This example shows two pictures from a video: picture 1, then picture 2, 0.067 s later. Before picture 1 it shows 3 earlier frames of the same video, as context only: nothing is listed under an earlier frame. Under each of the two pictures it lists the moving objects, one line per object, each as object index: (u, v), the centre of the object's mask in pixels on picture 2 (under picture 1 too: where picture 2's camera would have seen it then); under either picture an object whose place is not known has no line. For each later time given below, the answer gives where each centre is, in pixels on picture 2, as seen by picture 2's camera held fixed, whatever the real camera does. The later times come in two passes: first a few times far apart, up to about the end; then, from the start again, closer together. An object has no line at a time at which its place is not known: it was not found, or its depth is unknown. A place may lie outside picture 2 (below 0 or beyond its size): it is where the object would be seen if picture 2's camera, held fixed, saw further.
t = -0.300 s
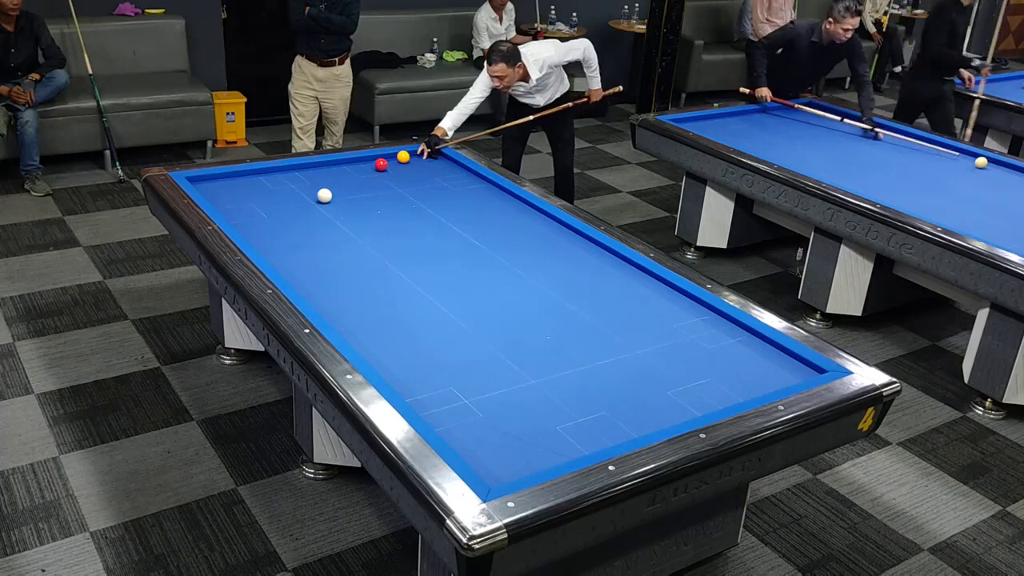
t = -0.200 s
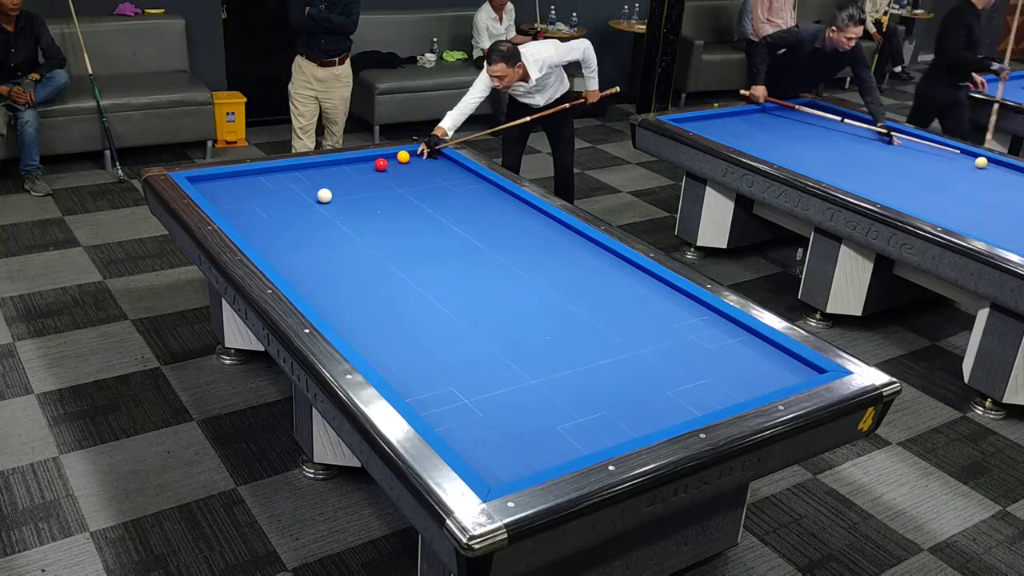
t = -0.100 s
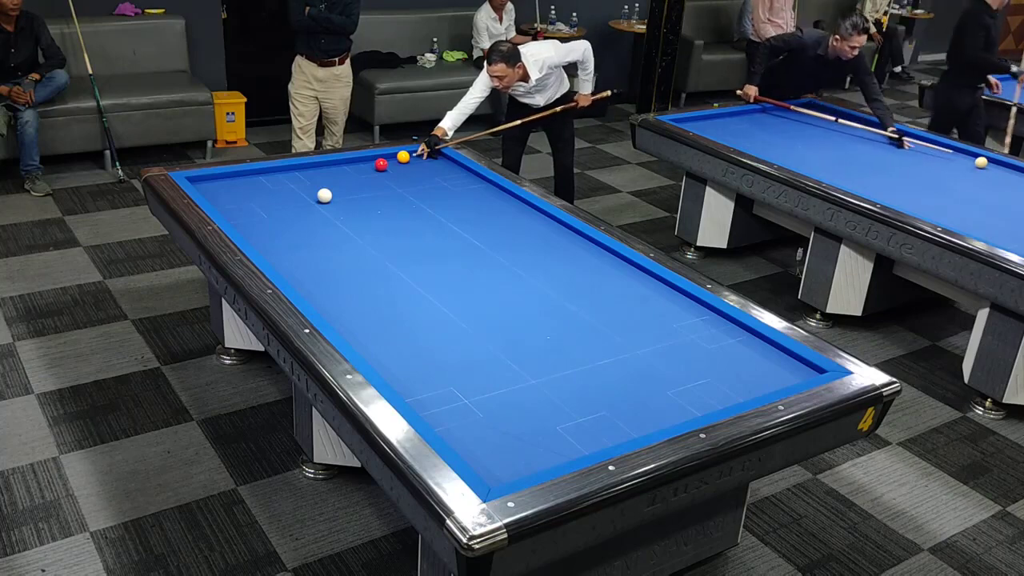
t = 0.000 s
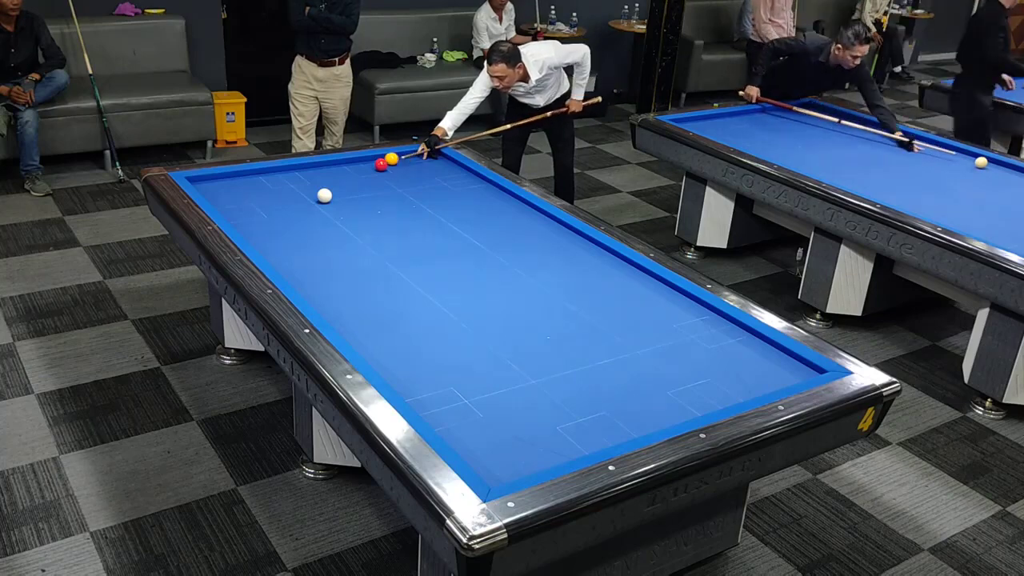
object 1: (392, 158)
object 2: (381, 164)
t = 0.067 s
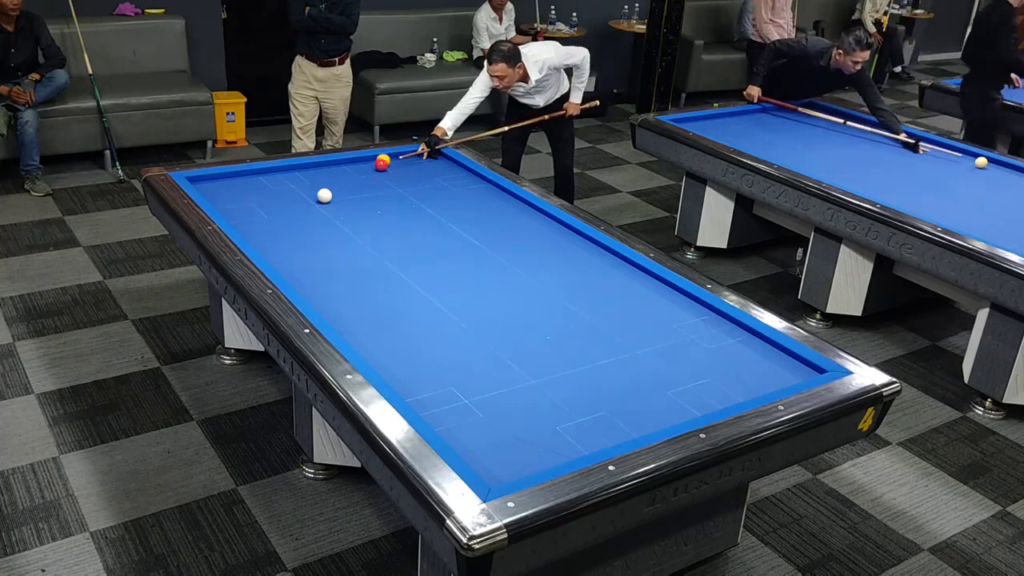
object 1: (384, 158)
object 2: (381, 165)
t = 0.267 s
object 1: (361, 161)
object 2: (380, 168)
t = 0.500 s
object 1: (336, 162)
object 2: (378, 173)
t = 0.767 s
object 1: (311, 167)
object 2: (376, 177)
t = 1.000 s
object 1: (288, 171)
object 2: (374, 181)
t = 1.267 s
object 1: (262, 176)
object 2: (372, 186)
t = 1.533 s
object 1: (236, 181)
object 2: (370, 190)
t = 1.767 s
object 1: (213, 185)
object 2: (369, 194)
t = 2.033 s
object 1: (211, 188)
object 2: (367, 199)
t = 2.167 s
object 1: (221, 188)
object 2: (366, 201)
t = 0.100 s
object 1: (378, 158)
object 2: (381, 165)
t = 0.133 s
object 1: (374, 159)
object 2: (381, 166)
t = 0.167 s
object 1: (371, 160)
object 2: (380, 166)
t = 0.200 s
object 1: (368, 160)
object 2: (380, 167)
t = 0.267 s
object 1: (361, 161)
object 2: (380, 168)
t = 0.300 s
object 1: (357, 161)
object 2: (379, 169)
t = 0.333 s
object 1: (353, 161)
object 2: (379, 169)
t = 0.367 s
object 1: (349, 161)
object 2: (379, 170)
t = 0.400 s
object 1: (346, 161)
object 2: (378, 171)
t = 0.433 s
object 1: (342, 161)
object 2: (378, 171)
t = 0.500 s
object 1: (336, 162)
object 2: (378, 173)
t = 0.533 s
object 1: (332, 163)
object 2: (377, 173)
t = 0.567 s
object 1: (329, 163)
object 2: (377, 174)
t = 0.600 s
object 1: (326, 164)
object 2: (377, 174)
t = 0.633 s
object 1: (323, 165)
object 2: (377, 175)
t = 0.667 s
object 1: (320, 165)
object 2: (377, 175)
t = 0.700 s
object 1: (317, 166)
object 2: (376, 176)
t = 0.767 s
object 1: (311, 167)
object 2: (376, 177)
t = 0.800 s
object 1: (307, 167)
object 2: (375, 178)
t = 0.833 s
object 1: (304, 168)
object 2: (375, 178)
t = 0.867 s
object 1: (301, 169)
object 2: (375, 179)
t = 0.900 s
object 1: (298, 169)
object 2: (375, 180)
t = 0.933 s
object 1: (295, 170)
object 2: (375, 180)
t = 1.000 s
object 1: (288, 171)
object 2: (374, 181)
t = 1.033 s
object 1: (285, 172)
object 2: (374, 182)
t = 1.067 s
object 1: (282, 172)
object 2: (374, 183)
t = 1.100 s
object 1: (278, 173)
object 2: (373, 183)
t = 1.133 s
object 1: (275, 174)
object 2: (373, 184)
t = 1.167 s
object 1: (272, 174)
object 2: (373, 184)
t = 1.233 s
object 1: (266, 175)
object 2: (373, 185)
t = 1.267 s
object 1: (262, 176)
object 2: (372, 186)
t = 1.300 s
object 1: (259, 176)
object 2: (372, 186)
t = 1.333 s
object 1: (256, 177)
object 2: (372, 187)
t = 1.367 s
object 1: (252, 178)
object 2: (371, 188)
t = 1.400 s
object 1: (249, 178)
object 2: (371, 188)
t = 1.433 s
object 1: (246, 179)
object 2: (371, 189)
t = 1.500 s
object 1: (239, 180)
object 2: (371, 190)
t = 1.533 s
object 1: (236, 181)
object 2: (370, 190)
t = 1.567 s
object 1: (233, 181)
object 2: (370, 191)
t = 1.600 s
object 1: (229, 182)
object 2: (370, 192)
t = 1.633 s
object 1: (226, 183)
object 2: (370, 192)
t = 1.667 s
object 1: (223, 183)
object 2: (369, 193)
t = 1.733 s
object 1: (216, 184)
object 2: (369, 194)
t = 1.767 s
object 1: (213, 185)
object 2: (369, 194)
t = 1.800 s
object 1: (209, 186)
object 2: (368, 195)
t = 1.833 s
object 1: (206, 186)
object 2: (368, 195)
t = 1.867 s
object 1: (203, 186)
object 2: (368, 196)
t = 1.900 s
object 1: (201, 187)
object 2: (368, 196)
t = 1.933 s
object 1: (204, 187)
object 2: (368, 197)
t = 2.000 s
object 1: (209, 188)
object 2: (367, 198)
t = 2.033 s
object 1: (211, 188)
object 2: (367, 199)
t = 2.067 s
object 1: (213, 188)
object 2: (367, 199)
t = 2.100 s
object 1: (216, 188)
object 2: (366, 200)
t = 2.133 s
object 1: (218, 188)
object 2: (366, 200)
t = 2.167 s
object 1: (221, 188)
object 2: (366, 201)
